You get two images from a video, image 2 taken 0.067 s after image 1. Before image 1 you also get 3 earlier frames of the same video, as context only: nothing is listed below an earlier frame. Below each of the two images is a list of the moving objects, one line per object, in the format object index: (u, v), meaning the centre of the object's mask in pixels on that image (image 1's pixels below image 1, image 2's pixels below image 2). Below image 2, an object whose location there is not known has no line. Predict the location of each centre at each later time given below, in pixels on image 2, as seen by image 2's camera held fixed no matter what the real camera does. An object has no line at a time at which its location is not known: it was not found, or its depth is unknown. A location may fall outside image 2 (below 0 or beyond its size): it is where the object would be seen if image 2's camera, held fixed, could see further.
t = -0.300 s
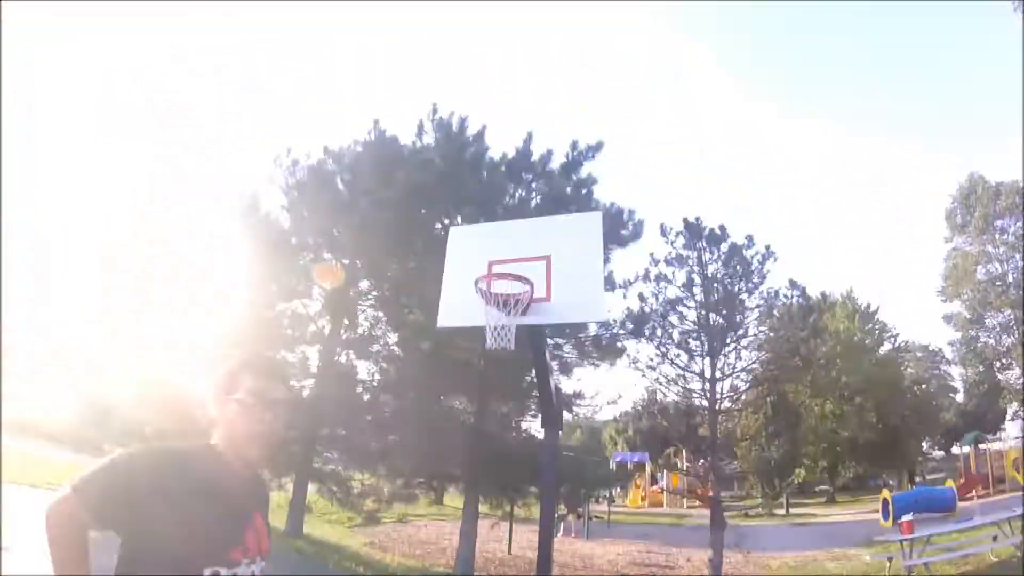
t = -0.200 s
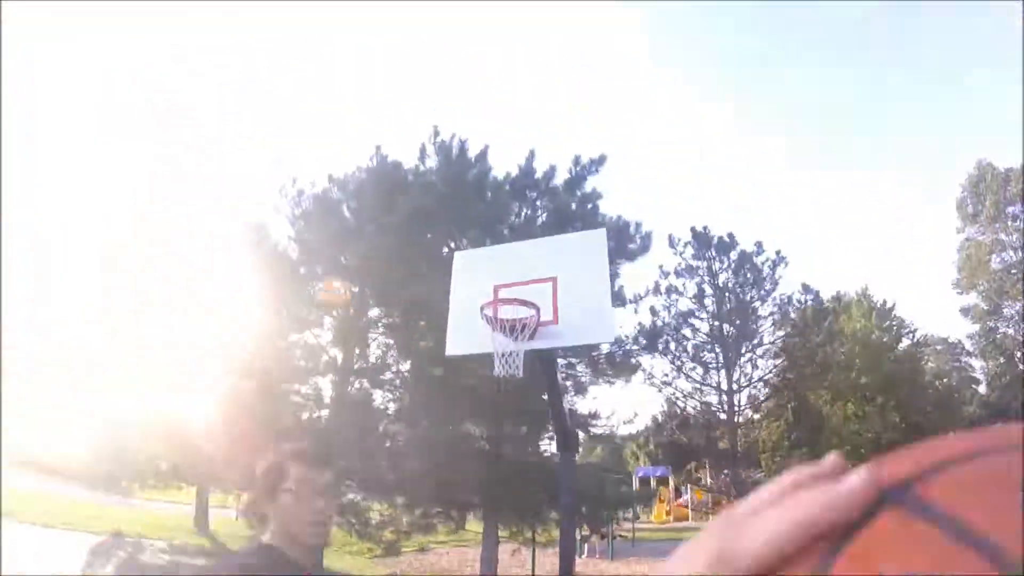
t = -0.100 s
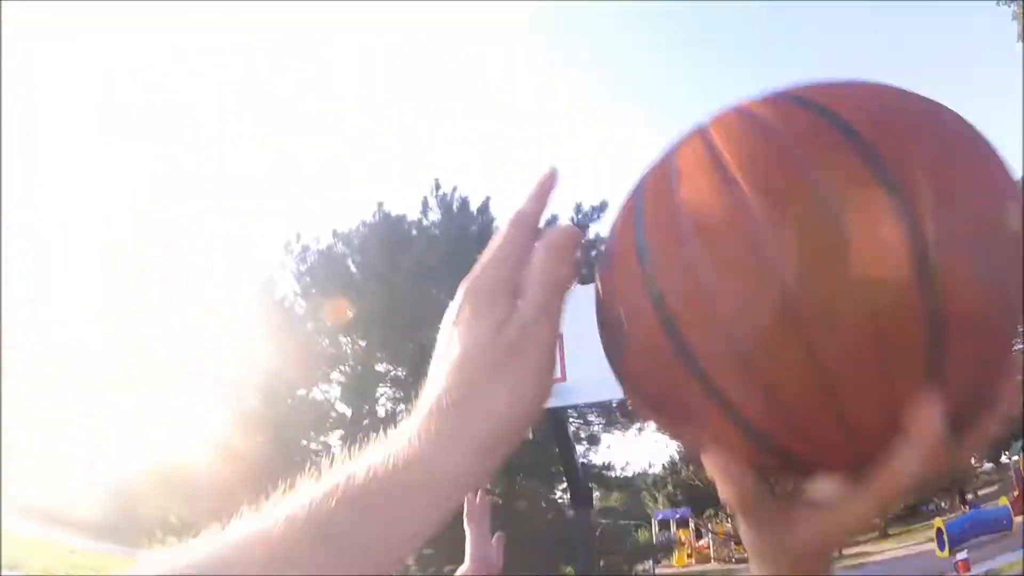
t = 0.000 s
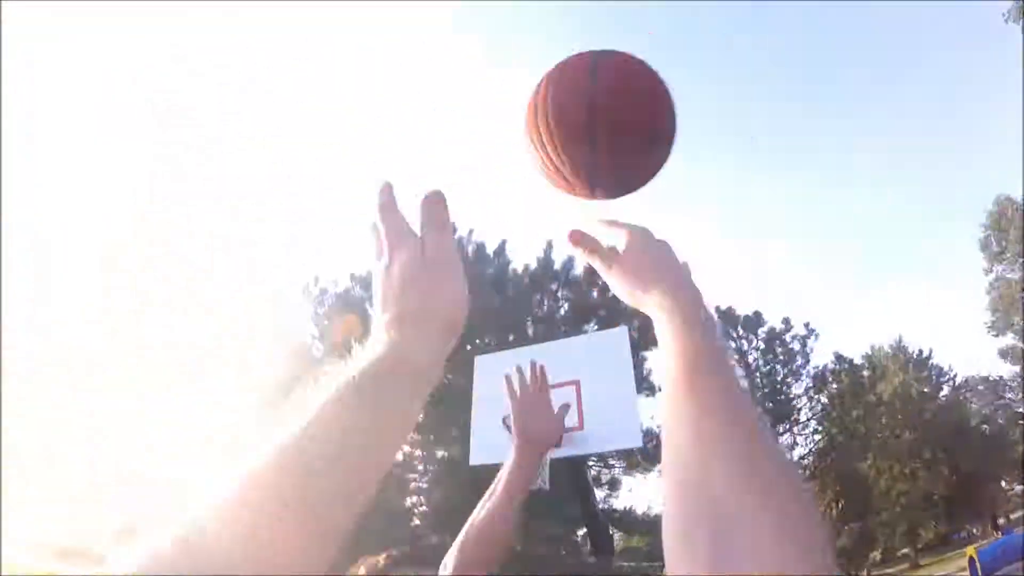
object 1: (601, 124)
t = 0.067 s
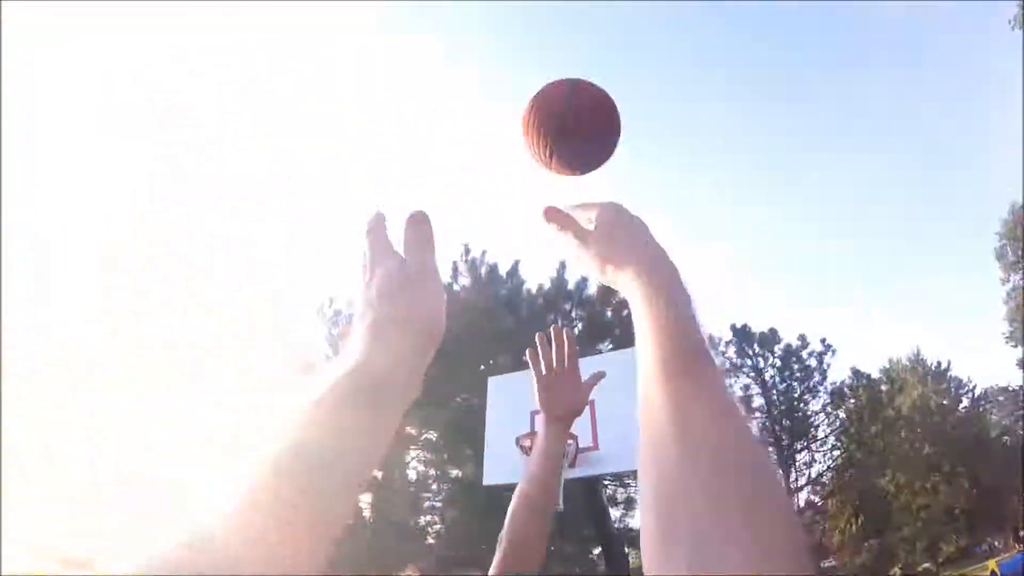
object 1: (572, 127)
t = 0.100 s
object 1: (559, 120)
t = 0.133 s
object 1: (547, 118)
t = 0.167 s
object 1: (542, 120)
